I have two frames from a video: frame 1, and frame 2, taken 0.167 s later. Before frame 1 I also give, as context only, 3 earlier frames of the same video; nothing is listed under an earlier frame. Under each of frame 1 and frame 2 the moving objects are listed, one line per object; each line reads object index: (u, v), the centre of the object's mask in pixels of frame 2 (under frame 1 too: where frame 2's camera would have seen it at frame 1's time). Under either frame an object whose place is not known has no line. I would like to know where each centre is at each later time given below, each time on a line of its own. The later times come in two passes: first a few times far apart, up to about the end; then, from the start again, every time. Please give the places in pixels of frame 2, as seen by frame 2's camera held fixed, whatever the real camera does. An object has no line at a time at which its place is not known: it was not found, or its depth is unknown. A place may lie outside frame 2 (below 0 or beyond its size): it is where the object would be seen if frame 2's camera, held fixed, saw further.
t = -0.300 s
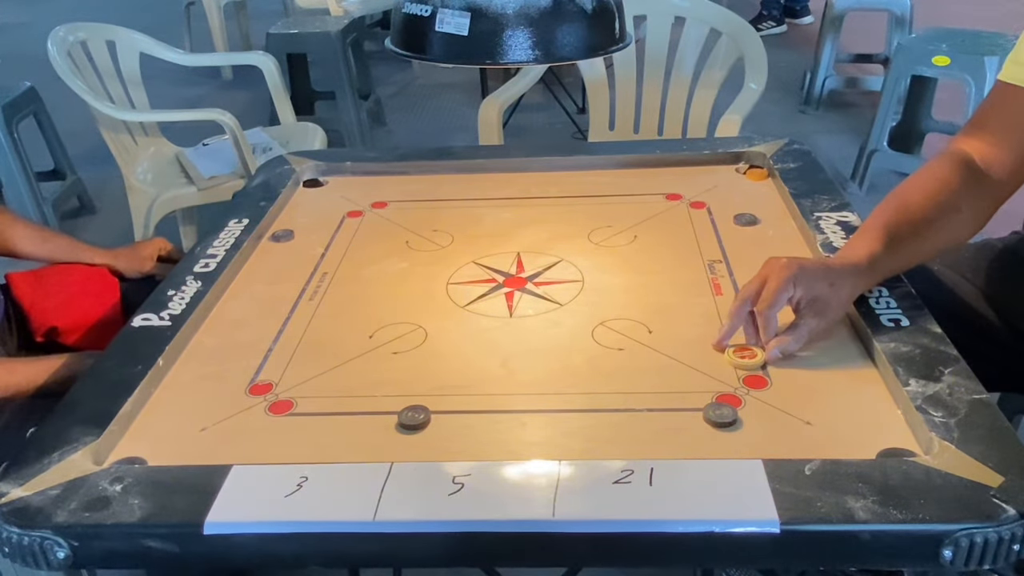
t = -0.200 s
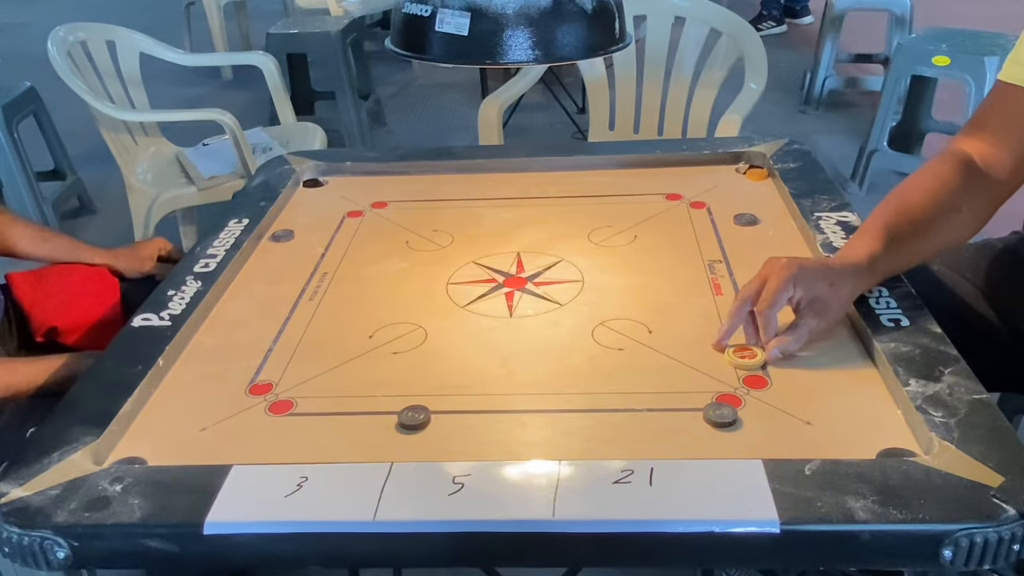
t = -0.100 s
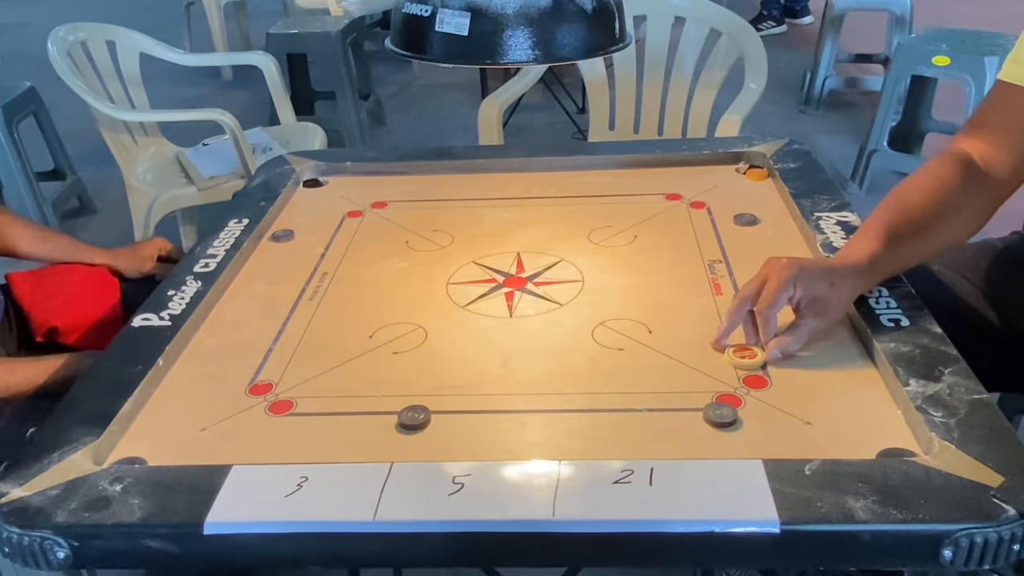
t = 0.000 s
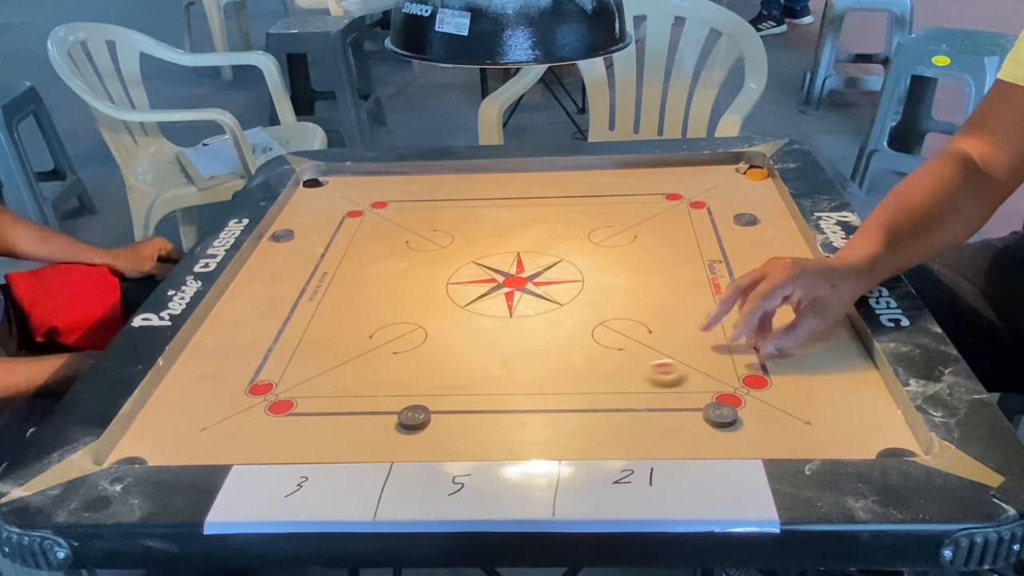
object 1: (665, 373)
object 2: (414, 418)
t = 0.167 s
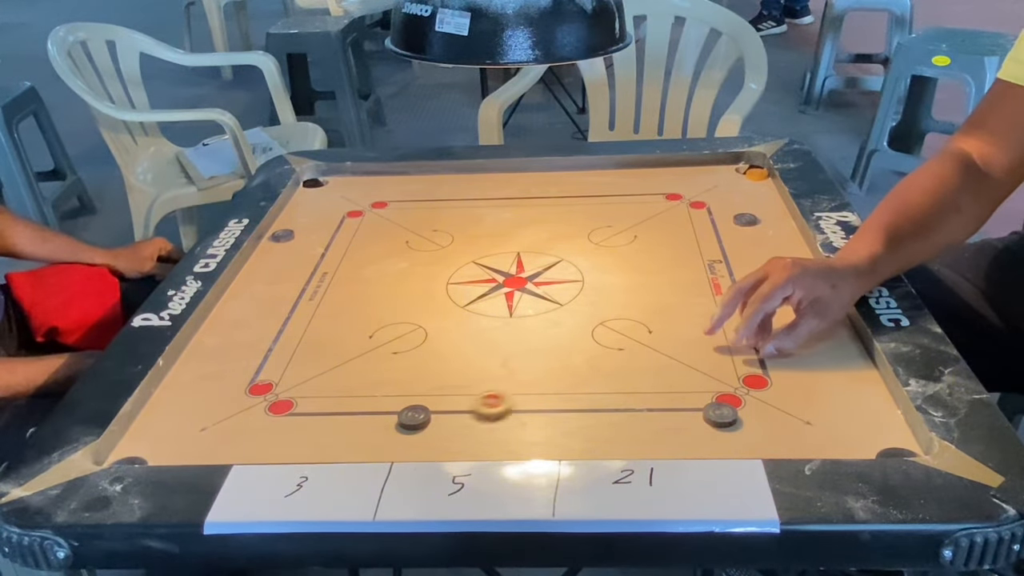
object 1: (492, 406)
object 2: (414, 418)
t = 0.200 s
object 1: (459, 411)
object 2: (414, 418)
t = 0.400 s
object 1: (386, 426)
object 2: (194, 450)
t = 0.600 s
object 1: (364, 429)
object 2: (128, 461)
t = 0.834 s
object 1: (364, 429)
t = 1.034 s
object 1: (364, 429)
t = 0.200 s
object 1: (459, 411)
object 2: (414, 418)
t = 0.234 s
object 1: (440, 415)
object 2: (383, 423)
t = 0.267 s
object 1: (427, 418)
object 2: (342, 429)
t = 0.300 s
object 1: (415, 421)
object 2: (303, 434)
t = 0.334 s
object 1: (404, 423)
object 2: (264, 441)
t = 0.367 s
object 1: (395, 424)
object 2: (229, 445)
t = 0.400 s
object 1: (386, 426)
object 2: (194, 450)
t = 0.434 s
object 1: (379, 427)
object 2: (162, 453)
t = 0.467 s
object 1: (373, 428)
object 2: (132, 456)
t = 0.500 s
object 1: (369, 429)
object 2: (133, 457)
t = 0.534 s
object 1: (366, 429)
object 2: (135, 459)
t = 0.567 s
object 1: (364, 429)
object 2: (132, 459)
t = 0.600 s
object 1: (364, 429)
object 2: (128, 461)
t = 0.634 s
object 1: (364, 429)
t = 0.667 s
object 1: (364, 429)
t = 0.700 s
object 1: (364, 429)
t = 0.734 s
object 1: (364, 429)
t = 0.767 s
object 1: (364, 429)
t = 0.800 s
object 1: (364, 429)
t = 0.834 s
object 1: (364, 429)
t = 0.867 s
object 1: (364, 429)
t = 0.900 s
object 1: (364, 429)
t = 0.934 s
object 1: (364, 429)
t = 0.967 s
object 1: (364, 429)
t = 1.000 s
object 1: (364, 429)
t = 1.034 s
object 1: (364, 429)
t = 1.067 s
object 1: (364, 429)
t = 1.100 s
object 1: (364, 429)
